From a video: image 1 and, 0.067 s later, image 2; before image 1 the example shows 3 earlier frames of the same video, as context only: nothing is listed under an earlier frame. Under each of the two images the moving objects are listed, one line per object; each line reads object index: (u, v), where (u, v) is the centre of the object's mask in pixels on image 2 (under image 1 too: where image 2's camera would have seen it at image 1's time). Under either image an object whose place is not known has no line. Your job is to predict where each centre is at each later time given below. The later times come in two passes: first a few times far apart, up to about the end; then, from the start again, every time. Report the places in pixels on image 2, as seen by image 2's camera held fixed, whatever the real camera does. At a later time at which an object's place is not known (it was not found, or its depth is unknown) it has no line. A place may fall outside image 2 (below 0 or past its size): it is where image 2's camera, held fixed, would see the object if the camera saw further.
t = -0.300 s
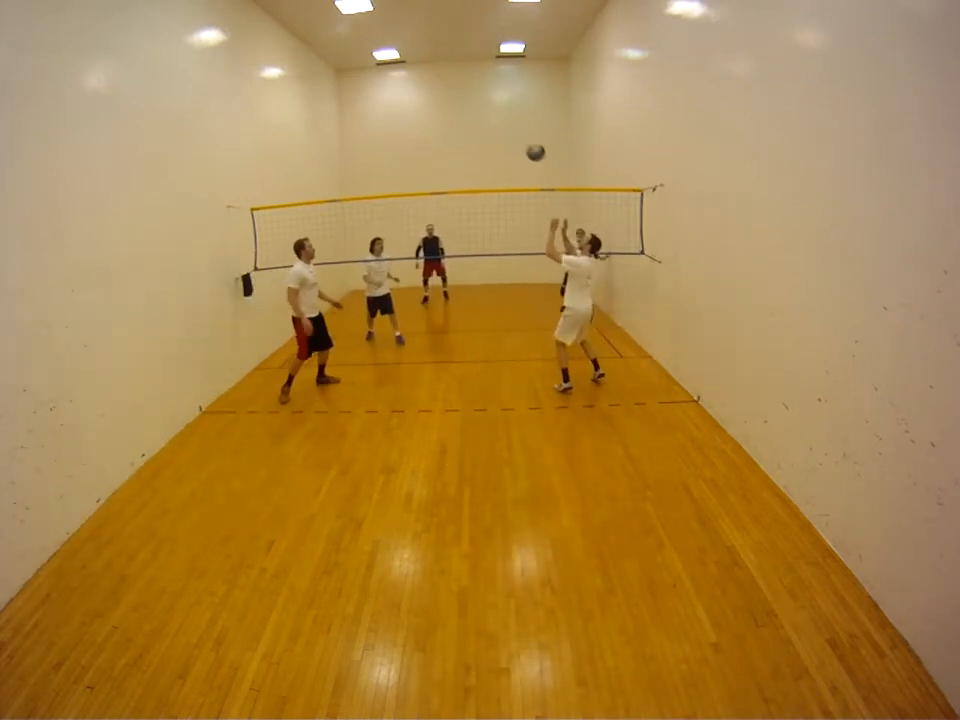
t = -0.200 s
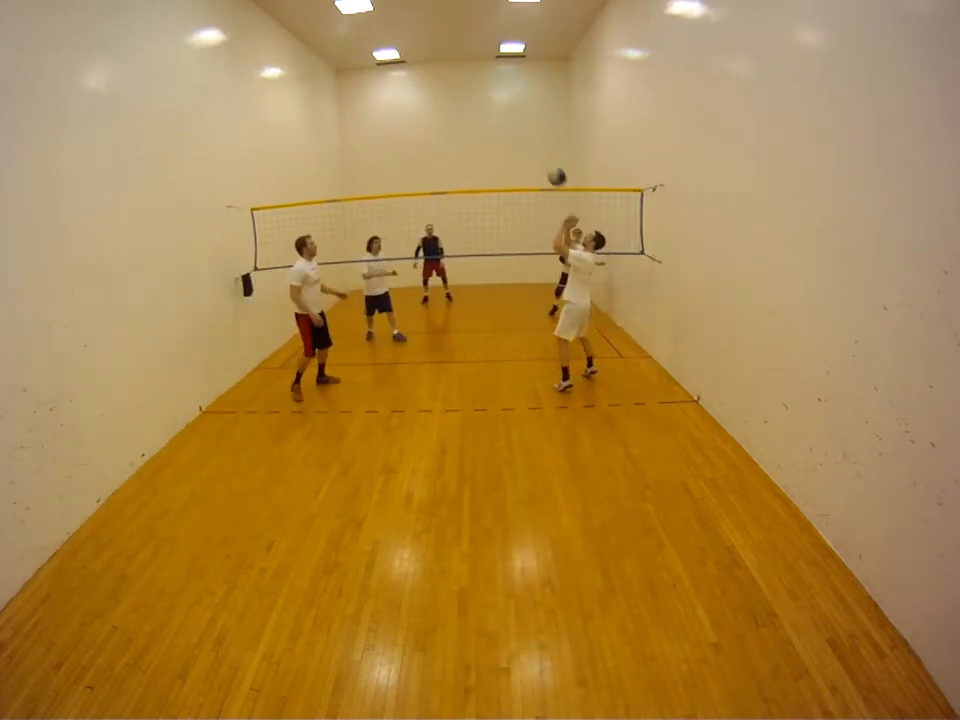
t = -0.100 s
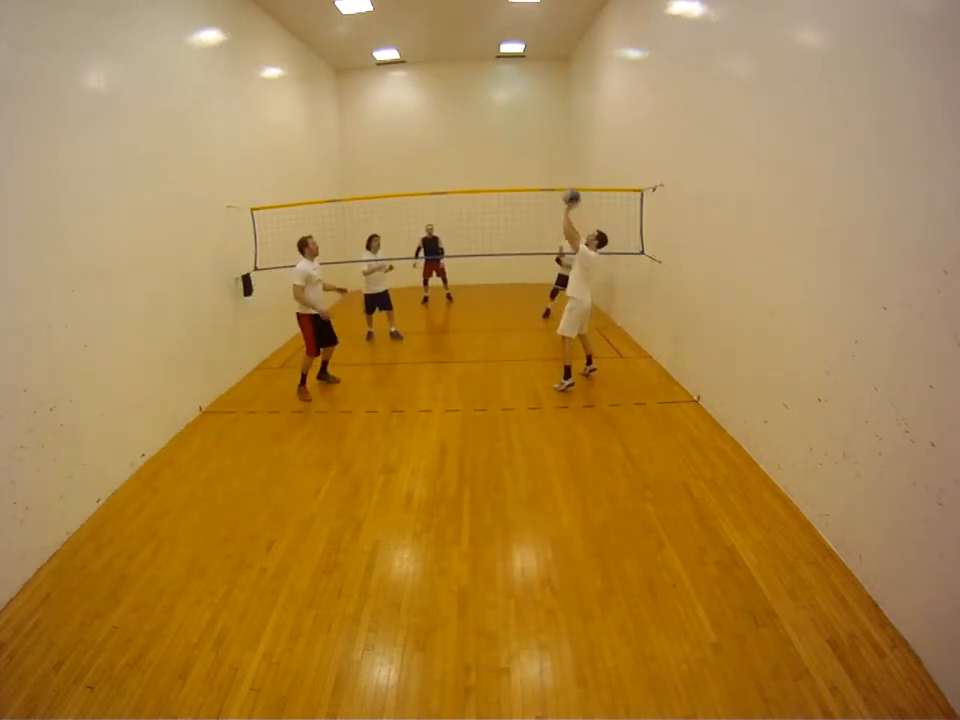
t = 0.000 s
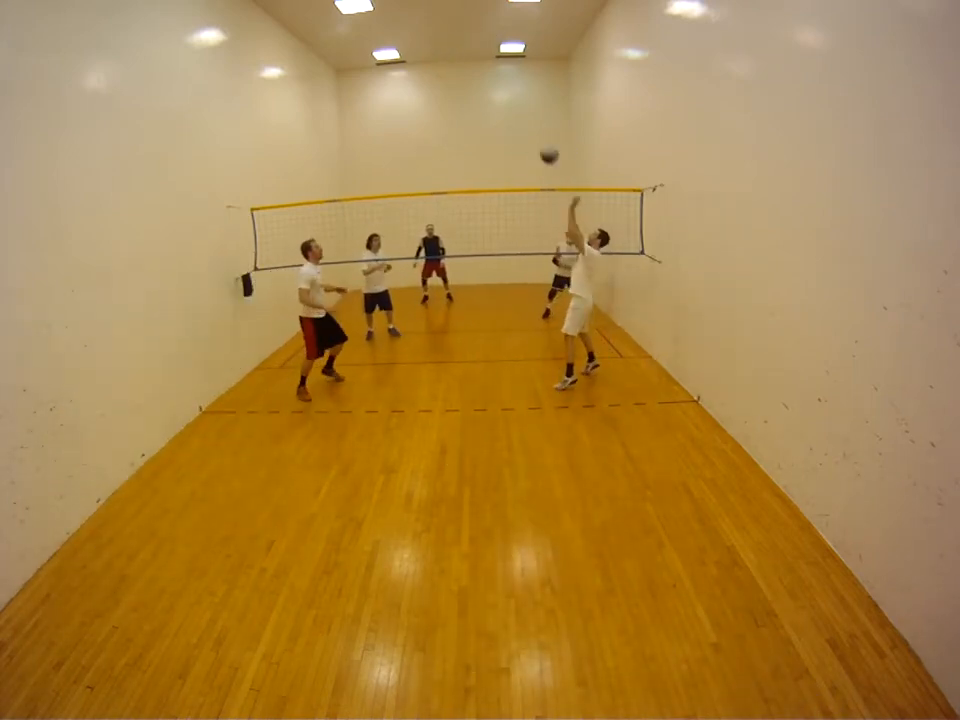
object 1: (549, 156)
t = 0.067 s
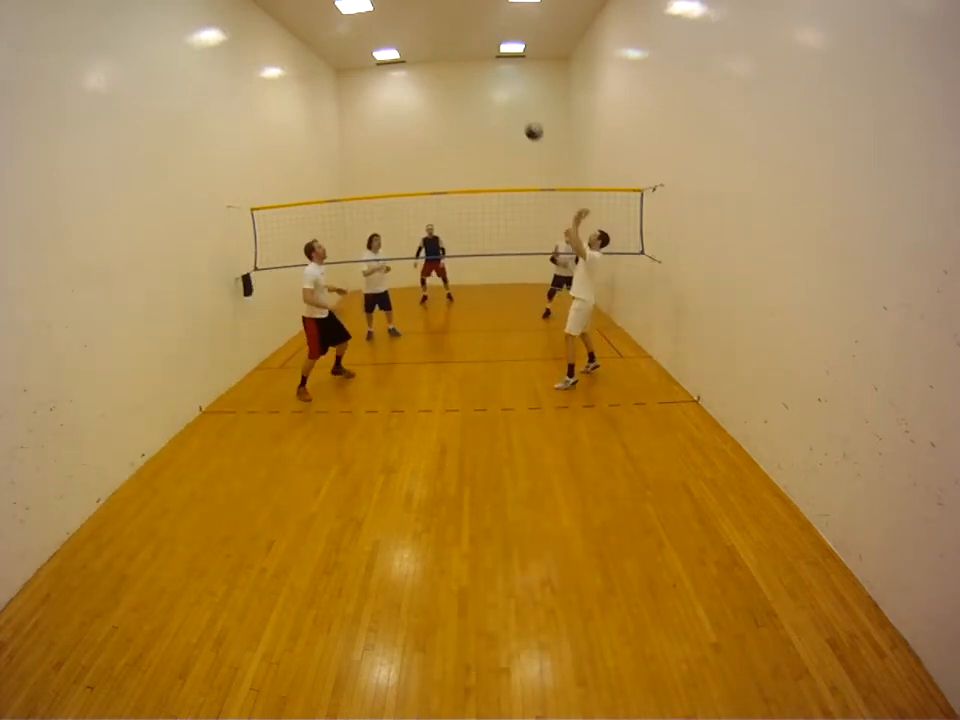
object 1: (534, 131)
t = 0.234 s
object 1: (497, 91)
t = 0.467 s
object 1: (447, 77)
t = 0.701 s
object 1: (401, 105)
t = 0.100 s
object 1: (526, 121)
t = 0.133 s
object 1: (519, 113)
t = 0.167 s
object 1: (512, 104)
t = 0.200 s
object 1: (504, 97)
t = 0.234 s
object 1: (497, 91)
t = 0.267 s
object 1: (489, 86)
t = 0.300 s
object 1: (482, 82)
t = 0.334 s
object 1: (475, 80)
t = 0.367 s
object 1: (468, 77)
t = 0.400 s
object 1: (461, 77)
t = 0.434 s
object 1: (454, 76)
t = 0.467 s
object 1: (447, 77)
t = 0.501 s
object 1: (440, 78)
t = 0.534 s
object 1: (433, 81)
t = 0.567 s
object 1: (426, 84)
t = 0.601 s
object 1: (419, 87)
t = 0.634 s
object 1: (413, 92)
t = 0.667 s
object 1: (407, 98)
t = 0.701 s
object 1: (401, 105)
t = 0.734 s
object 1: (395, 113)
